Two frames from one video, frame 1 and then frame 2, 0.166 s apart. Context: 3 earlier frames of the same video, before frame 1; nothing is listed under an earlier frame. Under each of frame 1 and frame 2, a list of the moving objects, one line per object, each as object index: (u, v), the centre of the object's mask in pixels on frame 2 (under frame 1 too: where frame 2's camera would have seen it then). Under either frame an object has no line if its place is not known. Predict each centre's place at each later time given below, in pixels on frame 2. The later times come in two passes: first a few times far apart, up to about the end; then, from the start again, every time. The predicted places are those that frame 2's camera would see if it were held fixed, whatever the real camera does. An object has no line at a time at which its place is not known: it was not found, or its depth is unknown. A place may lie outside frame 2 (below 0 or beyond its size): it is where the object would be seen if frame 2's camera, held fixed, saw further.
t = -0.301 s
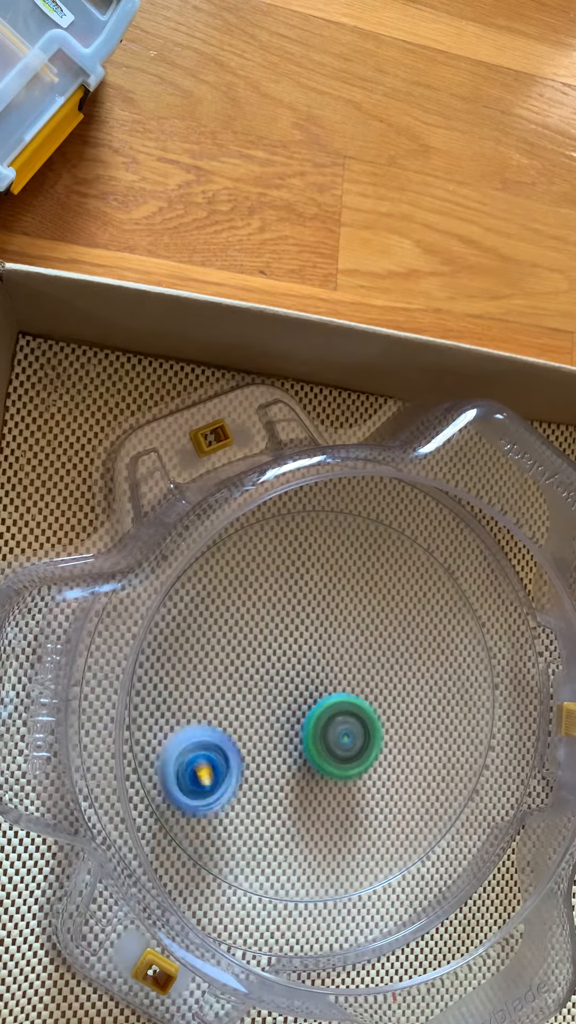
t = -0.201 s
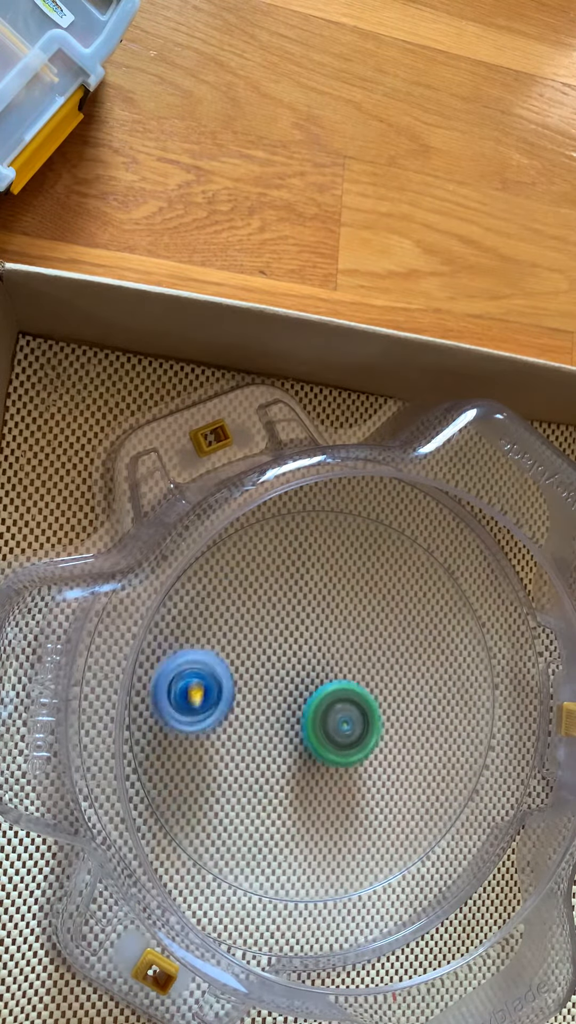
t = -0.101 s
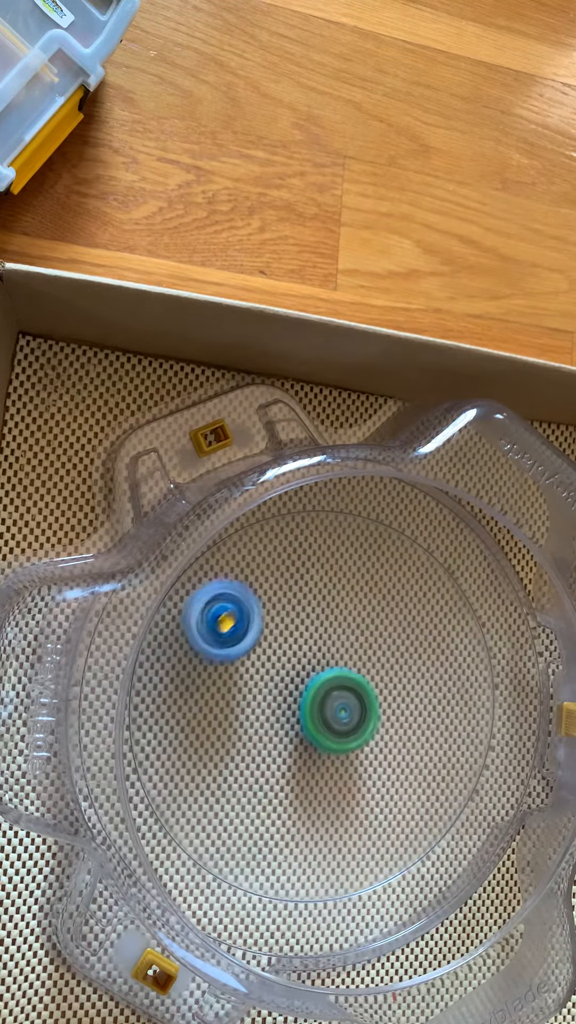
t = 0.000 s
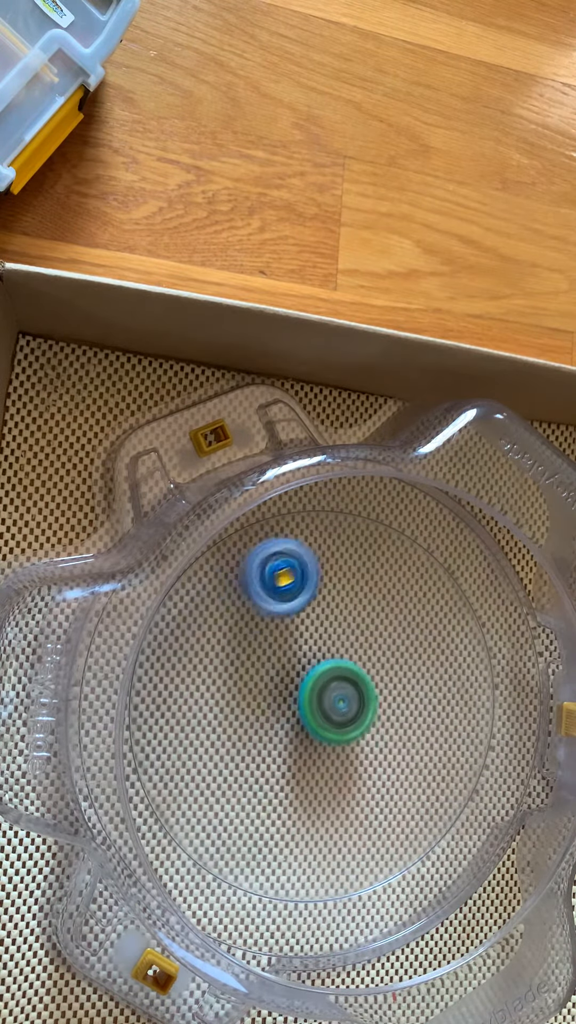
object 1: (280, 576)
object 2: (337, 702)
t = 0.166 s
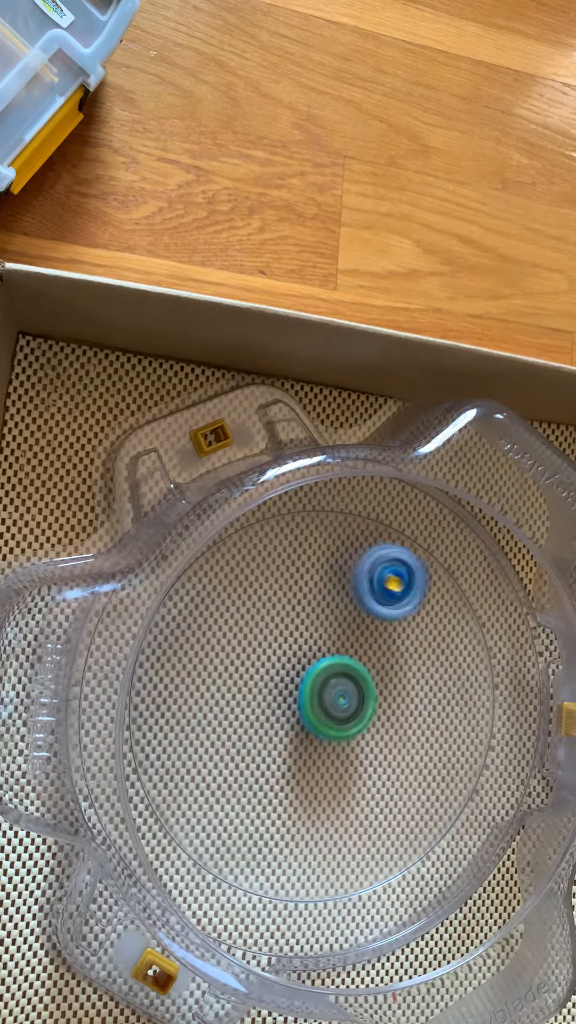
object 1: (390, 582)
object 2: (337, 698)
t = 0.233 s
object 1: (421, 610)
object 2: (337, 700)
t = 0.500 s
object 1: (427, 785)
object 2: (329, 718)
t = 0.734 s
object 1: (282, 837)
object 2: (317, 722)
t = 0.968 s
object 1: (199, 700)
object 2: (309, 710)
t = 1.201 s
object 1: (293, 577)
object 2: (309, 699)
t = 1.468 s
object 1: (433, 644)
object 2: (315, 694)
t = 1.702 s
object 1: (410, 791)
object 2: (317, 694)
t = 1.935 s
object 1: (271, 824)
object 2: (319, 695)
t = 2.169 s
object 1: (208, 686)
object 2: (322, 695)
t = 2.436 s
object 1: (332, 583)
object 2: (325, 695)
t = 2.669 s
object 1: (433, 666)
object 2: (327, 696)
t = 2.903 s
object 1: (390, 799)
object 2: (328, 698)
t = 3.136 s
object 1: (255, 800)
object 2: (328, 703)
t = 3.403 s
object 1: (233, 642)
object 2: (325, 704)
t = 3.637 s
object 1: (352, 591)
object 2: (324, 703)
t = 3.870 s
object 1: (429, 691)
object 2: (323, 703)
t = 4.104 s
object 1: (366, 806)
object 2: (321, 701)
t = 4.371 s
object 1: (232, 762)
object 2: (322, 700)
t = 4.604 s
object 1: (252, 630)
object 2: (322, 700)
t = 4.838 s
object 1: (370, 608)
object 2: (321, 699)
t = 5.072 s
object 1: (423, 715)
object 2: (322, 698)
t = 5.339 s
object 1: (325, 809)
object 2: (324, 698)
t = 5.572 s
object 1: (231, 734)
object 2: (324, 697)
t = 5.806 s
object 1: (273, 617)
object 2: (324, 699)
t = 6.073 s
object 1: (395, 635)
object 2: (323, 701)
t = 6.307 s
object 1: (405, 750)
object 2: (322, 702)
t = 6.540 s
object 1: (305, 804)
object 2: (322, 704)
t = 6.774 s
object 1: (231, 716)
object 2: (321, 703)
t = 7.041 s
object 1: (303, 609)
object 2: (321, 704)
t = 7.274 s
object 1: (399, 647)
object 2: (321, 703)
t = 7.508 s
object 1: (397, 758)
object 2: (322, 702)
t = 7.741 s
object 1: (297, 796)
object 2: (323, 701)
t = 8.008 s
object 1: (236, 690)
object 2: (324, 700)
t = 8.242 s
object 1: (309, 610)
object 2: (325, 699)
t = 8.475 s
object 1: (397, 652)
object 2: (324, 699)
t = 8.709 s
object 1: (393, 759)
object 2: (325, 699)
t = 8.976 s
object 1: (282, 789)
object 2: (324, 700)
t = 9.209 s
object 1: (239, 692)
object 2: (323, 700)
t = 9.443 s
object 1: (309, 613)
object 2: (322, 700)
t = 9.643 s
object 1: (387, 639)
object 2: (321, 700)
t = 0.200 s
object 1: (406, 595)
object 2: (337, 699)
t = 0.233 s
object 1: (421, 610)
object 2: (337, 700)
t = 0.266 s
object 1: (434, 629)
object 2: (337, 702)
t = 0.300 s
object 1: (444, 650)
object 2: (337, 704)
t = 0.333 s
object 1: (451, 672)
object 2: (336, 707)
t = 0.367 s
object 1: (454, 695)
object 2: (335, 710)
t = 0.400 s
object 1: (452, 720)
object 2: (334, 712)
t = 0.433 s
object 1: (447, 742)
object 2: (333, 714)
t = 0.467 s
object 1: (439, 763)
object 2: (331, 717)
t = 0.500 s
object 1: (427, 785)
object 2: (329, 718)
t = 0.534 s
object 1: (412, 803)
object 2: (328, 720)
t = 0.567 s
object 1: (393, 818)
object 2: (325, 722)
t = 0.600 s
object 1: (373, 830)
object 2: (324, 723)
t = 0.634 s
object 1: (351, 838)
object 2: (322, 723)
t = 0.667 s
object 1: (328, 842)
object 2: (320, 724)
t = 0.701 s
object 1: (306, 842)
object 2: (319, 723)
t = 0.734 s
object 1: (282, 837)
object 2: (317, 722)
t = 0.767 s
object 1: (261, 827)
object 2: (315, 721)
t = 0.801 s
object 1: (242, 813)
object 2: (313, 719)
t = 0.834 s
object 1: (225, 795)
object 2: (312, 717)
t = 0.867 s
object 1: (212, 774)
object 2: (311, 716)
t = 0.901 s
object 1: (204, 751)
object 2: (310, 714)
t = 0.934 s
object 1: (199, 725)
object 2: (309, 712)
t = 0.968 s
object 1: (199, 700)
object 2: (309, 710)
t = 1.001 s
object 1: (203, 677)
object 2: (308, 709)
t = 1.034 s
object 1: (210, 653)
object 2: (308, 707)
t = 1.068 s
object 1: (222, 632)
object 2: (308, 704)
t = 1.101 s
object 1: (236, 614)
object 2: (308, 703)
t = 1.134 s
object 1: (253, 598)
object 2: (309, 701)
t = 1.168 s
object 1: (273, 585)
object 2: (309, 700)
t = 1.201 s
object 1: (293, 577)
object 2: (309, 699)
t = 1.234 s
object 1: (314, 573)
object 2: (310, 698)
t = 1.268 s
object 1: (335, 572)
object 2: (311, 697)
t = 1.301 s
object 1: (356, 576)
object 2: (311, 696)
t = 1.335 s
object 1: (375, 582)
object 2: (312, 695)
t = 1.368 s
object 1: (393, 593)
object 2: (312, 695)
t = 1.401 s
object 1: (409, 608)
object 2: (314, 694)
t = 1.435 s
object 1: (422, 625)
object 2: (314, 694)
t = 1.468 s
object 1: (433, 644)
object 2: (315, 694)
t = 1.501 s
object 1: (440, 665)
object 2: (315, 694)
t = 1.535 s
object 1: (443, 687)
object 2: (316, 694)
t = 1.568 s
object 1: (443, 709)
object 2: (316, 694)
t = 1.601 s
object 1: (441, 732)
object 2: (316, 694)
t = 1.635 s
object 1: (434, 753)
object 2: (317, 694)
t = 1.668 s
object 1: (423, 773)
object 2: (317, 694)
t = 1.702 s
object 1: (410, 791)
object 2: (317, 694)
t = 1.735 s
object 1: (394, 806)
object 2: (317, 694)
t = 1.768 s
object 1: (376, 819)
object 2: (318, 694)
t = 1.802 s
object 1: (356, 828)
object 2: (318, 695)
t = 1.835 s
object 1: (335, 833)
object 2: (318, 695)
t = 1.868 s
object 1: (313, 834)
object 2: (318, 695)
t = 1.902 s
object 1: (291, 831)
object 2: (319, 695)
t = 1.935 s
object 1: (271, 824)
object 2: (319, 695)
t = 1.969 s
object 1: (252, 812)
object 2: (319, 696)
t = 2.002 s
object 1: (235, 796)
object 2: (320, 695)
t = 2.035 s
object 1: (222, 778)
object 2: (320, 695)
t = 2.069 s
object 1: (213, 757)
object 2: (321, 695)
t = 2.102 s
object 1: (208, 733)
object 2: (321, 695)
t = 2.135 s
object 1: (206, 709)
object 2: (322, 695)
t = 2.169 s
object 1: (208, 686)
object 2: (322, 695)
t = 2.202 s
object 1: (215, 664)
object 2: (322, 695)
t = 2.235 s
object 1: (225, 643)
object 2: (322, 695)
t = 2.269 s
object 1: (239, 625)
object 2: (323, 695)
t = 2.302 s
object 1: (255, 609)
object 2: (323, 694)
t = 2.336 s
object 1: (272, 597)
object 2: (324, 695)
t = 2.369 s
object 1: (291, 589)
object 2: (325, 695)
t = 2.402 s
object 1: (311, 584)
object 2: (325, 695)
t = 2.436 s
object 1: (332, 583)
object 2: (325, 695)
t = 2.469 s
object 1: (351, 585)
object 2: (326, 695)
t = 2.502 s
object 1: (370, 591)
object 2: (327, 695)
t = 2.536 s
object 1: (387, 600)
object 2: (327, 695)
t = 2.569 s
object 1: (402, 613)
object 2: (327, 695)
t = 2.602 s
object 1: (416, 628)
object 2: (327, 695)
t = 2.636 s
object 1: (425, 647)
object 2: (327, 695)
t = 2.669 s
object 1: (433, 666)
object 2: (327, 696)
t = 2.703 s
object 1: (437, 687)
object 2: (327, 696)
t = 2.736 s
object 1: (437, 707)
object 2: (327, 696)
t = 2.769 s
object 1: (435, 728)
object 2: (328, 696)
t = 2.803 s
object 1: (428, 749)
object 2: (328, 697)
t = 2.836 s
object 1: (419, 768)
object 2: (328, 697)
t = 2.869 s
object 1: (406, 785)
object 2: (328, 698)
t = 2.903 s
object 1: (390, 799)
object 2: (328, 698)
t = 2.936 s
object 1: (373, 811)
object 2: (328, 699)
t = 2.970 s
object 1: (354, 819)
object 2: (328, 700)
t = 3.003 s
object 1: (333, 823)
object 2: (328, 700)
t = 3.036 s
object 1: (313, 824)
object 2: (328, 701)
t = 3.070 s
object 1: (293, 820)
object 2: (328, 702)
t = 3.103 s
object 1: (273, 812)
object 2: (328, 702)
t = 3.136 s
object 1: (255, 800)
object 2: (328, 703)
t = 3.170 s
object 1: (240, 785)
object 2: (327, 703)
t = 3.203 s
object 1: (228, 767)
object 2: (327, 704)
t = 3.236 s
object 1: (220, 747)
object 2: (327, 704)
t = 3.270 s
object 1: (215, 726)
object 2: (326, 704)
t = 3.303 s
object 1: (215, 704)
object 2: (326, 704)
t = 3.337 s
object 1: (217, 682)
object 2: (326, 704)
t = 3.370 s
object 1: (224, 662)
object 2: (325, 704)
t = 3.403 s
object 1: (233, 642)
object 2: (325, 704)
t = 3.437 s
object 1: (246, 626)
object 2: (325, 704)
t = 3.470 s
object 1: (261, 612)
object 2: (325, 704)
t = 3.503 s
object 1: (277, 601)
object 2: (325, 703)
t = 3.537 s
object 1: (296, 593)
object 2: (325, 703)
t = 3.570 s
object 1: (313, 589)
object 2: (324, 703)
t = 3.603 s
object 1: (335, 588)
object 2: (324, 703)
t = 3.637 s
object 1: (352, 591)
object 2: (324, 703)
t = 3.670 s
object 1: (370, 598)
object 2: (324, 703)
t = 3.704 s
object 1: (386, 608)
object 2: (324, 704)
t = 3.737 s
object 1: (400, 621)
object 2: (323, 704)
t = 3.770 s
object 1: (411, 637)
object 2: (323, 704)
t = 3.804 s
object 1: (420, 654)
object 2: (323, 704)
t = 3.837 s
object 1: (426, 672)
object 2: (323, 703)
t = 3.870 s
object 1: (429, 691)
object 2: (323, 703)
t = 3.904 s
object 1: (429, 711)
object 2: (322, 703)
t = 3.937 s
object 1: (425, 731)
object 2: (322, 703)
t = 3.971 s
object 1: (419, 749)
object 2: (321, 703)
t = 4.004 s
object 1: (409, 767)
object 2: (321, 702)
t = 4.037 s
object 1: (397, 783)
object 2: (321, 702)
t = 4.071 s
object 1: (382, 796)
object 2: (321, 702)
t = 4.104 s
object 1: (366, 806)
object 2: (321, 701)
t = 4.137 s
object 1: (347, 813)
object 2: (321, 701)
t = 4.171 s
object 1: (328, 817)
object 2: (321, 701)
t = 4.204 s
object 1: (309, 817)
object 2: (321, 701)
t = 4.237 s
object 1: (289, 813)
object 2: (321, 701)
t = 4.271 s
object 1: (272, 806)
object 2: (321, 701)
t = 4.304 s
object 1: (256, 794)
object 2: (321, 701)
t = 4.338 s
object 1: (242, 779)
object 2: (321, 701)
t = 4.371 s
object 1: (232, 762)
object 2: (322, 700)
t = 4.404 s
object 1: (225, 743)
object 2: (322, 700)
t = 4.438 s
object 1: (221, 722)
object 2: (322, 700)
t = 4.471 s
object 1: (221, 702)
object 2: (322, 700)
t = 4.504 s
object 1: (224, 681)
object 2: (322, 700)
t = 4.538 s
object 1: (231, 662)
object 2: (322, 700)
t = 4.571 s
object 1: (241, 645)
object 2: (322, 700)
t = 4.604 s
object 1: (252, 630)
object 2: (322, 700)
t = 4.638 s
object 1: (267, 617)
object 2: (322, 700)
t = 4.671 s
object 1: (283, 607)
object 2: (322, 700)
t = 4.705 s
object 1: (300, 601)
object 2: (322, 700)
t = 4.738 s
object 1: (318, 597)
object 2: (322, 700)
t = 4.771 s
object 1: (337, 597)
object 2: (322, 700)
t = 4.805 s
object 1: (354, 601)
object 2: (321, 699)
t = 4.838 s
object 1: (370, 608)
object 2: (321, 699)
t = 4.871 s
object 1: (384, 617)
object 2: (321, 699)
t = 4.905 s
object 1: (398, 630)
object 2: (321, 699)
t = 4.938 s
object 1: (408, 644)
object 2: (321, 699)
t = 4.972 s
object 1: (416, 659)
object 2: (321, 699)
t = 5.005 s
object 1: (421, 678)
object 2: (321, 698)
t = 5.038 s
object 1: (423, 696)
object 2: (322, 698)
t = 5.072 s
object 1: (423, 715)
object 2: (322, 698)
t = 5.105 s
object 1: (419, 734)
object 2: (322, 698)
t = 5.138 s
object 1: (412, 750)
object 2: (322, 698)
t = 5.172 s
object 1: (403, 766)
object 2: (323, 698)
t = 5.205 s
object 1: (391, 781)
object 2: (323, 698)
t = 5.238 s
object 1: (376, 792)
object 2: (323, 698)
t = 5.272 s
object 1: (360, 801)
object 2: (323, 698)
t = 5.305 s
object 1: (343, 806)
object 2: (324, 698)
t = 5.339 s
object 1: (325, 809)
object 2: (324, 698)
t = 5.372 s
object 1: (306, 808)
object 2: (324, 698)
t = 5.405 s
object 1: (288, 804)
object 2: (324, 698)
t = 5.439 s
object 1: (272, 795)
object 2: (324, 697)
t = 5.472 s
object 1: (258, 784)
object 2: (324, 697)
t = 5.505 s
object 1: (246, 769)
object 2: (324, 697)
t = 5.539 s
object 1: (237, 752)
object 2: (324, 697)
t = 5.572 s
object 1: (231, 734)
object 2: (324, 697)
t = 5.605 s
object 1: (228, 716)
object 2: (324, 697)
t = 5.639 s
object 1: (229, 696)
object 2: (324, 697)
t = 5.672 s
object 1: (231, 677)
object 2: (324, 697)
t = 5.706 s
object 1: (238, 659)
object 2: (324, 698)
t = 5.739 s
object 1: (248, 643)
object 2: (324, 698)
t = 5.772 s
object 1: (260, 629)
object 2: (324, 698)
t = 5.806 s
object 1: (273, 617)
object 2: (324, 699)
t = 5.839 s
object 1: (288, 609)
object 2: (324, 699)
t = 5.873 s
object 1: (305, 603)
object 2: (324, 699)
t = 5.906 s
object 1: (321, 601)
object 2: (324, 699)
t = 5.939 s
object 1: (338, 601)
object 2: (324, 699)
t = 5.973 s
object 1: (354, 605)
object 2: (323, 700)
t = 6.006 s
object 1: (370, 613)
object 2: (323, 700)
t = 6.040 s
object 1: (383, 623)
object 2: (323, 700)
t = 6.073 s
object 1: (395, 635)
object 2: (323, 701)
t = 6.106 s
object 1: (404, 649)
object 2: (323, 701)
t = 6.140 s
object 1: (411, 664)
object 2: (323, 701)
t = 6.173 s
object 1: (415, 681)
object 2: (323, 701)
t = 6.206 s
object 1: (417, 699)
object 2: (323, 702)
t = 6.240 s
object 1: (416, 717)
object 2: (323, 702)
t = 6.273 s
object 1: (413, 734)
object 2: (323, 702)
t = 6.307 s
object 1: (405, 750)
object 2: (322, 702)
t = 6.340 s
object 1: (396, 765)
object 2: (322, 703)
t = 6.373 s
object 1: (384, 778)
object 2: (322, 703)
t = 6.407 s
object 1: (371, 789)
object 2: (322, 703)
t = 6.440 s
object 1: (355, 797)
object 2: (322, 703)
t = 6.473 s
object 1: (338, 803)
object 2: (322, 704)
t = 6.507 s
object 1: (322, 805)
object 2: (322, 704)
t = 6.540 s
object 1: (305, 804)
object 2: (322, 704)
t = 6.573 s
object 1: (288, 799)
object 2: (321, 704)
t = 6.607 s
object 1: (273, 791)
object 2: (321, 704)
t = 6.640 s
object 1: (259, 780)
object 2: (321, 703)
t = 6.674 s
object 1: (249, 767)
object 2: (321, 703)
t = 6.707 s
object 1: (240, 751)
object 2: (321, 703)
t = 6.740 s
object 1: (233, 734)
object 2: (321, 703)
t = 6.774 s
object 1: (231, 716)
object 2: (321, 703)
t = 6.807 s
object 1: (232, 698)
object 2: (321, 703)
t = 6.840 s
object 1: (235, 680)
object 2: (321, 703)
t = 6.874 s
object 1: (241, 662)
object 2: (321, 703)
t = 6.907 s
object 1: (250, 647)
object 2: (321, 703)
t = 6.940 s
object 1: (261, 634)
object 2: (321, 703)
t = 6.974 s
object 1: (274, 623)
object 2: (321, 703)
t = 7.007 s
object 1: (288, 614)
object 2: (321, 704)
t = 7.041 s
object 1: (303, 609)
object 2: (321, 704)
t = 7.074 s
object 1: (320, 606)
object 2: (321, 704)
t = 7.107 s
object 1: (335, 606)
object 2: (321, 704)
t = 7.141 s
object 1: (351, 609)
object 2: (321, 704)
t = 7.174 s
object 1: (365, 616)
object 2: (321, 704)
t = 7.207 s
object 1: (378, 623)
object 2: (321, 703)
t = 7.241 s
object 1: (389, 634)
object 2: (321, 703)
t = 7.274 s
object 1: (399, 647)
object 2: (321, 703)
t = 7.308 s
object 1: (406, 662)
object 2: (321, 703)
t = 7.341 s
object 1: (411, 677)
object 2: (321, 703)
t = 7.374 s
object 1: (414, 695)
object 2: (322, 703)
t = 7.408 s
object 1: (414, 711)
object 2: (322, 703)
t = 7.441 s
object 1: (411, 728)
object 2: (322, 702)
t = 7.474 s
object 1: (405, 744)
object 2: (322, 702)
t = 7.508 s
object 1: (397, 758)
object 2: (322, 702)
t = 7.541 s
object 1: (387, 771)
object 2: (322, 702)
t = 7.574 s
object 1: (374, 782)
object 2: (322, 702)
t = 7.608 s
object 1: (361, 791)
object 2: (323, 702)
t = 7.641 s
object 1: (345, 797)
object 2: (323, 702)
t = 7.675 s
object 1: (329, 800)
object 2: (323, 702)
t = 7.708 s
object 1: (313, 799)
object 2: (323, 701)
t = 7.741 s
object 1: (297, 796)
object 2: (323, 701)
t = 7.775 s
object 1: (281, 790)
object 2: (323, 701)
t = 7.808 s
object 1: (268, 782)
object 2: (323, 700)
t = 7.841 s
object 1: (257, 770)
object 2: (324, 700)
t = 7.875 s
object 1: (248, 756)
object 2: (324, 700)
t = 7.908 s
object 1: (241, 741)
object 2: (324, 700)
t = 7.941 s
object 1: (237, 724)
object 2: (324, 700)
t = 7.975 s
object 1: (235, 707)
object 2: (324, 700)
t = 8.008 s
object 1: (236, 690)
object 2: (324, 700)
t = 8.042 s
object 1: (240, 673)
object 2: (324, 699)
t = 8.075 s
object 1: (247, 657)
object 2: (324, 699)
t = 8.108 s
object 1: (256, 643)
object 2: (324, 699)
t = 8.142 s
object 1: (267, 631)
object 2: (324, 699)
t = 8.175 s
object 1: (280, 621)
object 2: (325, 699)
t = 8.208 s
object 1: (294, 614)
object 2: (325, 699)
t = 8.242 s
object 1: (309, 610)
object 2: (325, 699)
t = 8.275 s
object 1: (324, 607)
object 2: (324, 699)
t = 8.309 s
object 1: (339, 609)
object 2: (324, 699)
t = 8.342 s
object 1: (354, 613)
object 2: (324, 700)
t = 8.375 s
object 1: (367, 619)
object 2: (324, 699)
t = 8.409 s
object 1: (379, 628)
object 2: (324, 699)
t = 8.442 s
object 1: (389, 639)
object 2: (324, 699)
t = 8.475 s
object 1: (397, 652)
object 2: (324, 699)
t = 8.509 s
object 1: (404, 667)
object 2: (324, 699)
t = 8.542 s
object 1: (408, 682)
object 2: (325, 699)
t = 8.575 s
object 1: (409, 698)
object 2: (325, 699)
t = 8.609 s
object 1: (409, 714)
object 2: (325, 699)
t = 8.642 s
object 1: (406, 730)
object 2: (325, 699)
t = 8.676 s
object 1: (400, 745)
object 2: (325, 699)
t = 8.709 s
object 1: (393, 759)
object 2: (325, 699)
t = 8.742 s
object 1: (382, 771)
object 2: (325, 699)
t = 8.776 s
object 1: (371, 782)
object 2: (325, 700)
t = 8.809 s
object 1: (357, 790)
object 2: (325, 700)
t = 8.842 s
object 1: (342, 795)
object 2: (325, 700)
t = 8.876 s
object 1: (327, 798)
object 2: (325, 700)
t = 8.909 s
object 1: (312, 798)
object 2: (325, 700)
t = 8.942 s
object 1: (297, 795)
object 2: (324, 700)
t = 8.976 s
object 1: (282, 789)
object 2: (324, 700)
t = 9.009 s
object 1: (269, 781)
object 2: (324, 700)
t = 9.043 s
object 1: (258, 769)
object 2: (323, 700)
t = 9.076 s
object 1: (249, 756)
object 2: (323, 700)
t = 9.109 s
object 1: (242, 741)
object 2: (323, 700)
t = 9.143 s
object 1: (238, 725)
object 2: (323, 700)
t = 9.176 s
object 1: (238, 708)
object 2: (323, 700)
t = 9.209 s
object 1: (239, 692)
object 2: (323, 700)
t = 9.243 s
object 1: (243, 675)
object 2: (323, 700)
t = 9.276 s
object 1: (249, 660)
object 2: (323, 700)
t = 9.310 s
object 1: (258, 647)
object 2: (323, 700)
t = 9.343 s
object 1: (270, 635)
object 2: (323, 700)
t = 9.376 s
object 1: (282, 625)
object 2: (323, 700)
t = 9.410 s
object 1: (295, 618)
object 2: (323, 700)
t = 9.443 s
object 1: (309, 613)
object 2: (322, 700)
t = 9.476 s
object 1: (323, 611)
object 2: (322, 700)
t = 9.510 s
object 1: (337, 612)
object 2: (322, 700)
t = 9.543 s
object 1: (351, 616)
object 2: (321, 700)
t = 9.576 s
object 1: (364, 621)
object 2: (321, 700)
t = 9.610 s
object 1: (376, 629)
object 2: (321, 700)
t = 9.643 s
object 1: (387, 639)
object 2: (321, 700)
